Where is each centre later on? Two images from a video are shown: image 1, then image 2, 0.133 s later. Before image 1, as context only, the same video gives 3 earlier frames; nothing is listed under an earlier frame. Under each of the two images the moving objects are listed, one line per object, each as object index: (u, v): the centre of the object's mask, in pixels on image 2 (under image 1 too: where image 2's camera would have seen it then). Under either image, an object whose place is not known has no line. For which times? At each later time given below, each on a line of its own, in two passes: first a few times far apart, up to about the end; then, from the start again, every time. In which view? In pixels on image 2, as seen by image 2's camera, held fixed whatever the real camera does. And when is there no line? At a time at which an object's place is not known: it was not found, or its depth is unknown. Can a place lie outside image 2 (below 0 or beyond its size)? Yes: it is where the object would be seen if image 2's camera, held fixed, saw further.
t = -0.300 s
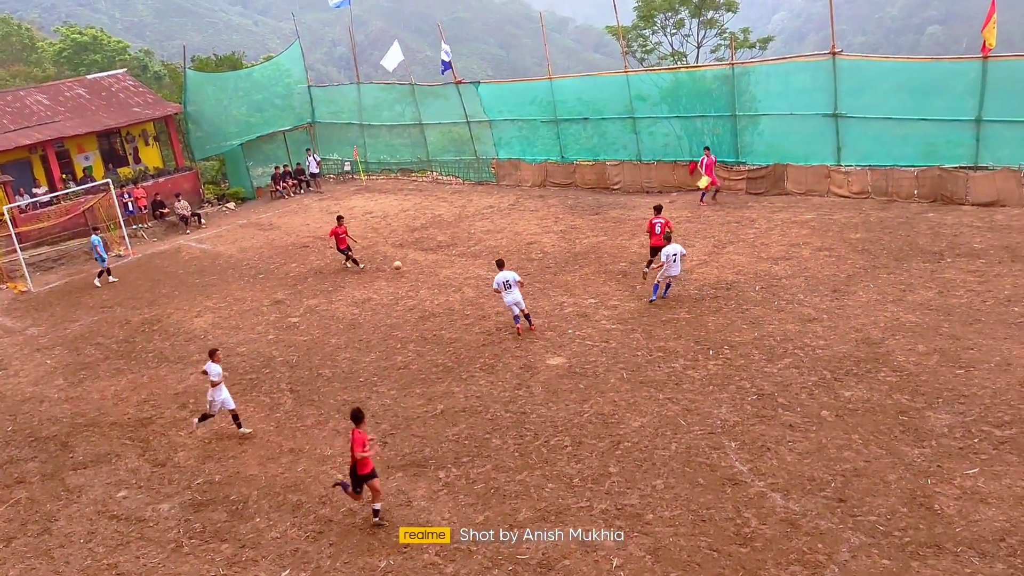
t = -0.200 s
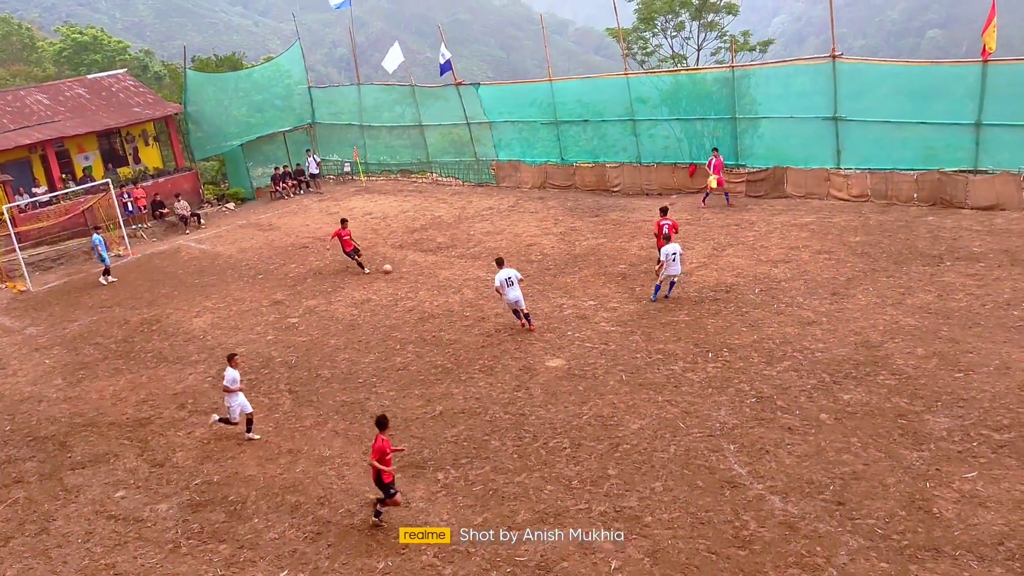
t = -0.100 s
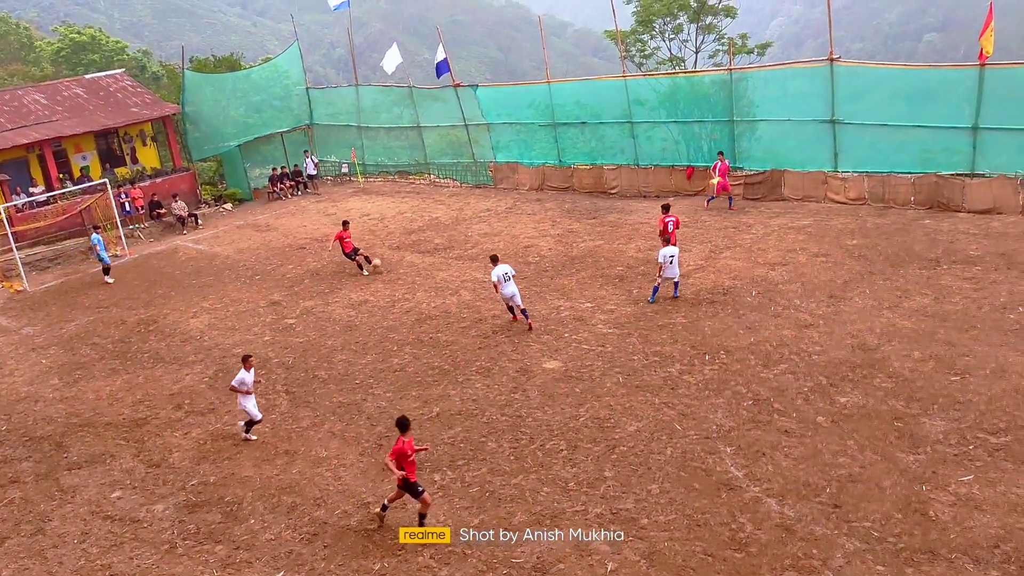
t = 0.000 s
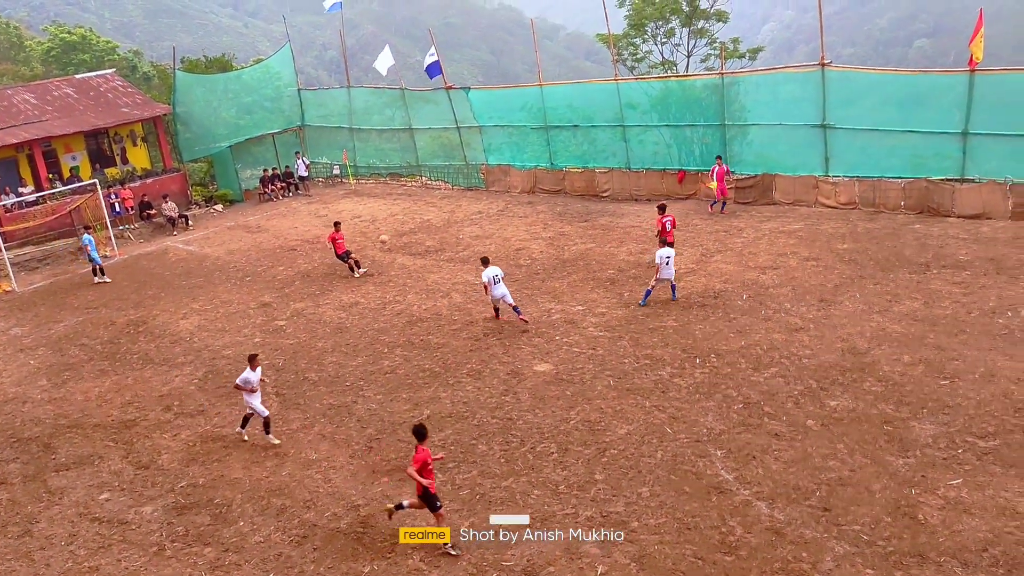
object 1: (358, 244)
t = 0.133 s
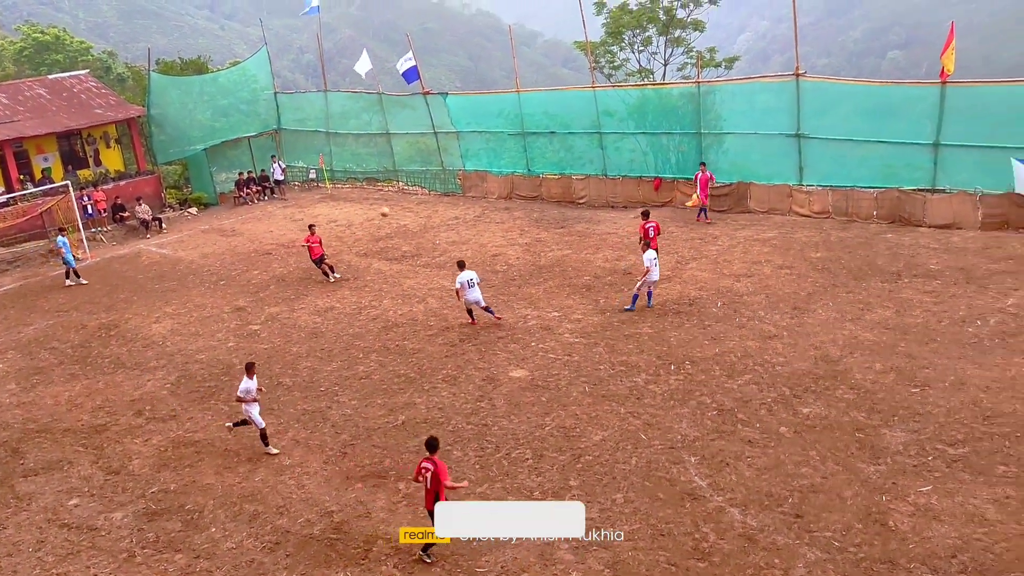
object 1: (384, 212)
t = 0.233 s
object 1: (405, 190)
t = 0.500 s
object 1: (470, 143)
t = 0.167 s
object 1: (391, 205)
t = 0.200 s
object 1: (398, 197)
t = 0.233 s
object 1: (405, 190)
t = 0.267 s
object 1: (412, 183)
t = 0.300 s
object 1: (420, 177)
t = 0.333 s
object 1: (428, 170)
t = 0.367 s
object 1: (437, 164)
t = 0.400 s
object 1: (444, 158)
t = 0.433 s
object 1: (452, 153)
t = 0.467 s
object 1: (461, 148)
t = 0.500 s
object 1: (470, 143)
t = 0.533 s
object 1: (480, 138)
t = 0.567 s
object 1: (490, 135)
